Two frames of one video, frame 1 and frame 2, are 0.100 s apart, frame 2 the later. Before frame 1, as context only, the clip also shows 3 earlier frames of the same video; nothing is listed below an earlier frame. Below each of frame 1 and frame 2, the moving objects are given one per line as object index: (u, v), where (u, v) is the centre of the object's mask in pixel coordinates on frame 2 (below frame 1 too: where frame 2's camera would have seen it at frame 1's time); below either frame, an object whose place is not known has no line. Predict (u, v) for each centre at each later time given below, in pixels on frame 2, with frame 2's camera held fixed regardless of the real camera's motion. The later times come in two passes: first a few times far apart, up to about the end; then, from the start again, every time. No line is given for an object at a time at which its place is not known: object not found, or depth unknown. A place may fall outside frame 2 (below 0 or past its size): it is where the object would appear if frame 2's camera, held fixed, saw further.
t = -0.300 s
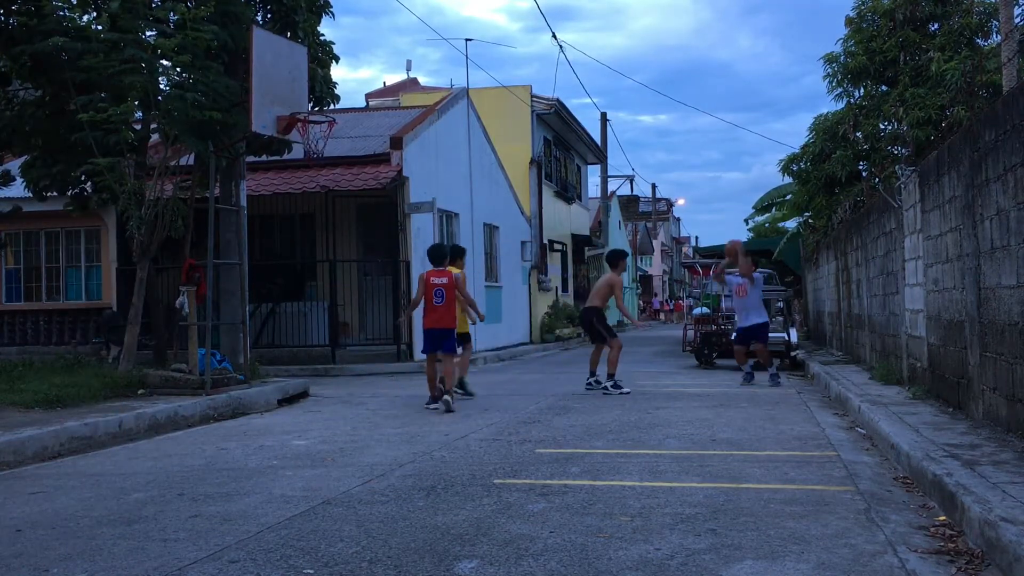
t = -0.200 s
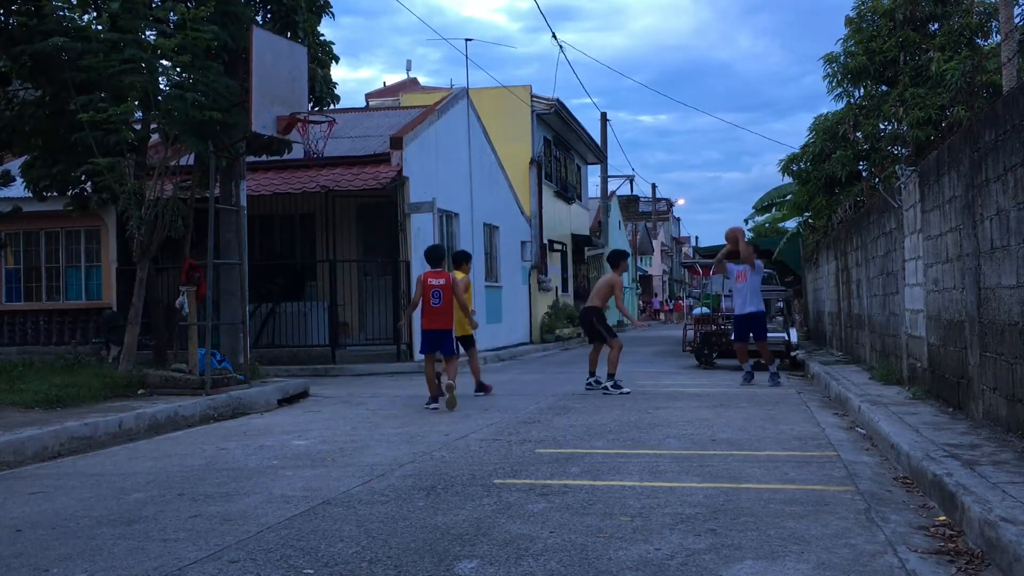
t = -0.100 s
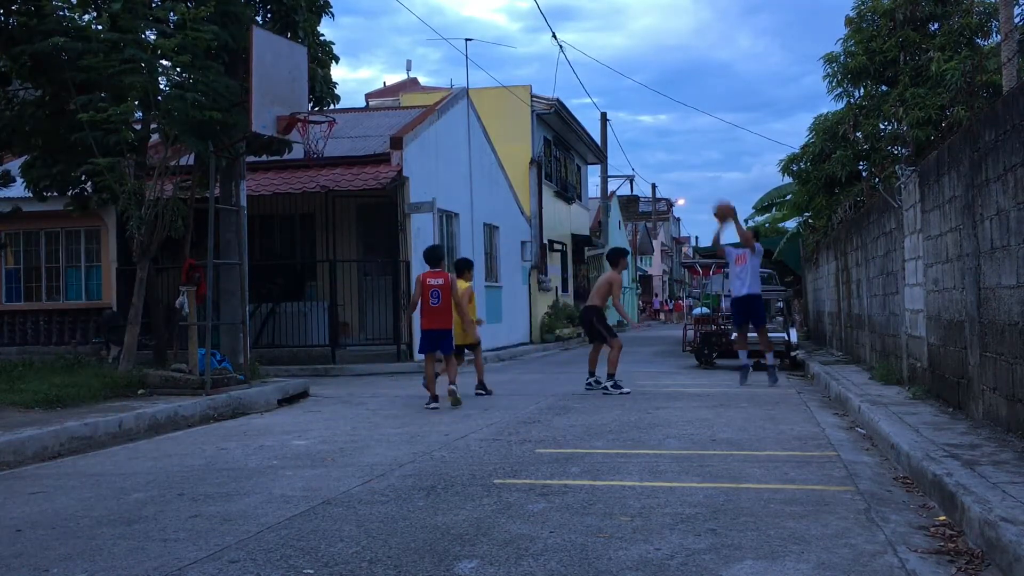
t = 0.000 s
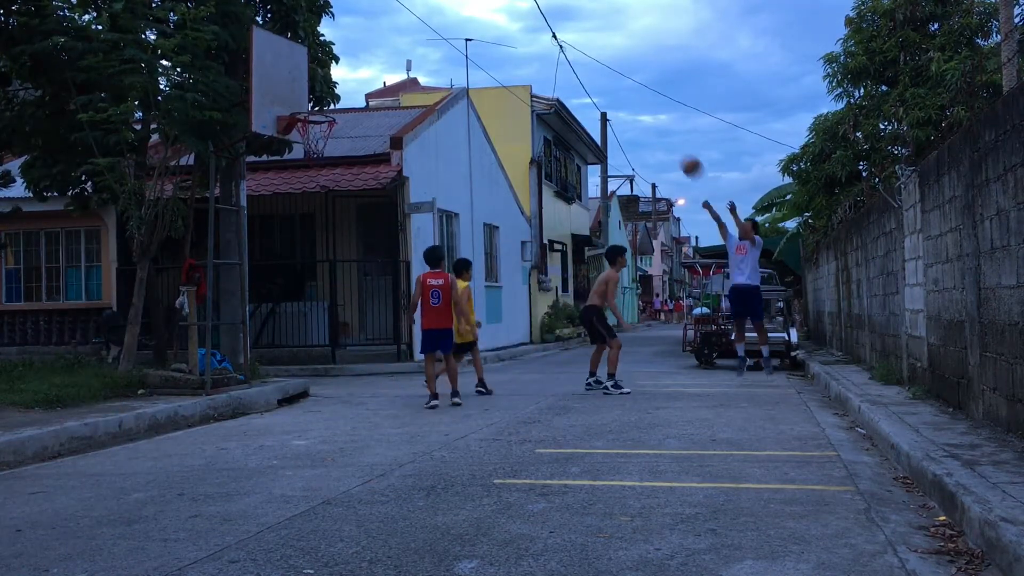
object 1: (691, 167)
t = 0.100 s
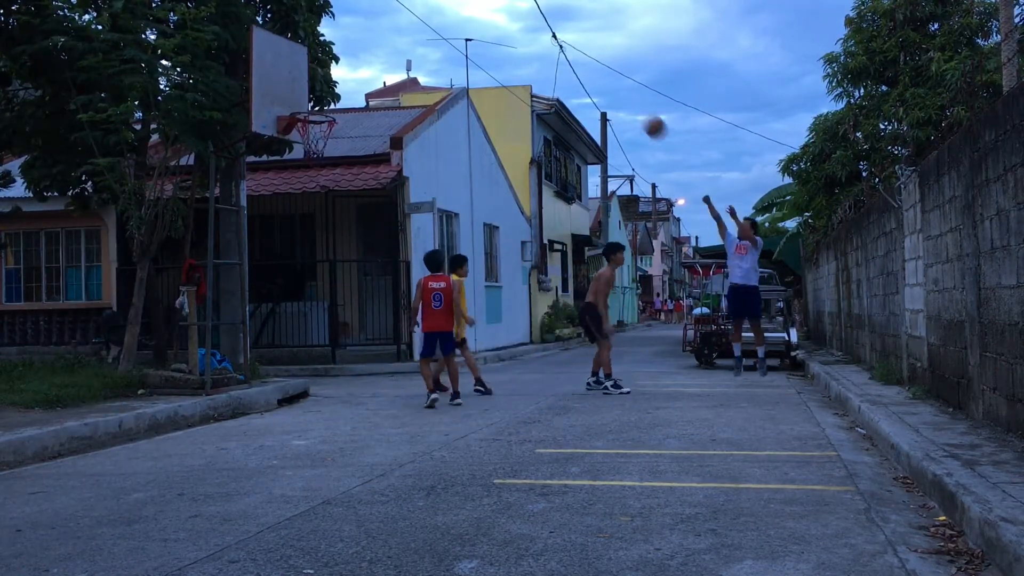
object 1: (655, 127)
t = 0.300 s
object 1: (578, 69)
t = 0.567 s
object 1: (467, 42)
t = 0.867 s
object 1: (328, 93)
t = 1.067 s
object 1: (329, 135)
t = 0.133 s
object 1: (642, 115)
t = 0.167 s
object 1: (630, 104)
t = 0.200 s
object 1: (617, 94)
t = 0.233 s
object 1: (604, 85)
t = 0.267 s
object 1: (591, 76)
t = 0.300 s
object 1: (578, 69)
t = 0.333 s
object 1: (563, 62)
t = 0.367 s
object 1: (550, 56)
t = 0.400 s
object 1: (537, 51)
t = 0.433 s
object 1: (523, 47)
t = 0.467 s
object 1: (509, 45)
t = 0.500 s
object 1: (496, 43)
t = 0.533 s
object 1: (482, 42)
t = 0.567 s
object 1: (467, 42)
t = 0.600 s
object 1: (452, 43)
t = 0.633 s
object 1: (438, 45)
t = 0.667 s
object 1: (422, 49)
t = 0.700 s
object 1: (408, 54)
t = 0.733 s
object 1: (392, 59)
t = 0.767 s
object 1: (377, 65)
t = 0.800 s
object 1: (362, 73)
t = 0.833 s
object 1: (346, 83)
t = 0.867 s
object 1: (328, 93)
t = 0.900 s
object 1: (314, 102)
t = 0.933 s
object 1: (308, 111)
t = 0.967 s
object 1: (314, 127)
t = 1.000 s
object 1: (323, 133)
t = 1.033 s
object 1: (326, 135)
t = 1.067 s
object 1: (329, 135)
